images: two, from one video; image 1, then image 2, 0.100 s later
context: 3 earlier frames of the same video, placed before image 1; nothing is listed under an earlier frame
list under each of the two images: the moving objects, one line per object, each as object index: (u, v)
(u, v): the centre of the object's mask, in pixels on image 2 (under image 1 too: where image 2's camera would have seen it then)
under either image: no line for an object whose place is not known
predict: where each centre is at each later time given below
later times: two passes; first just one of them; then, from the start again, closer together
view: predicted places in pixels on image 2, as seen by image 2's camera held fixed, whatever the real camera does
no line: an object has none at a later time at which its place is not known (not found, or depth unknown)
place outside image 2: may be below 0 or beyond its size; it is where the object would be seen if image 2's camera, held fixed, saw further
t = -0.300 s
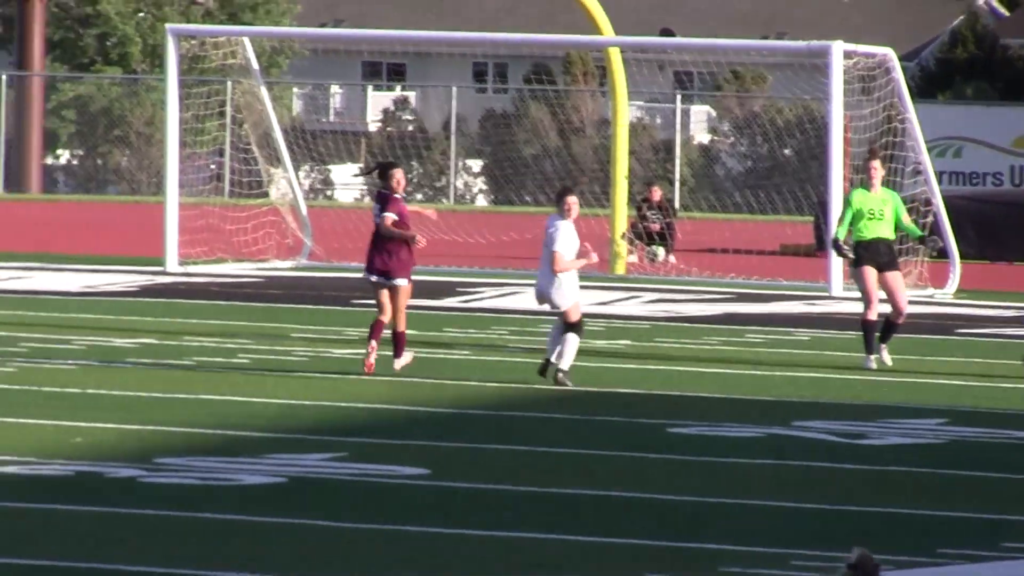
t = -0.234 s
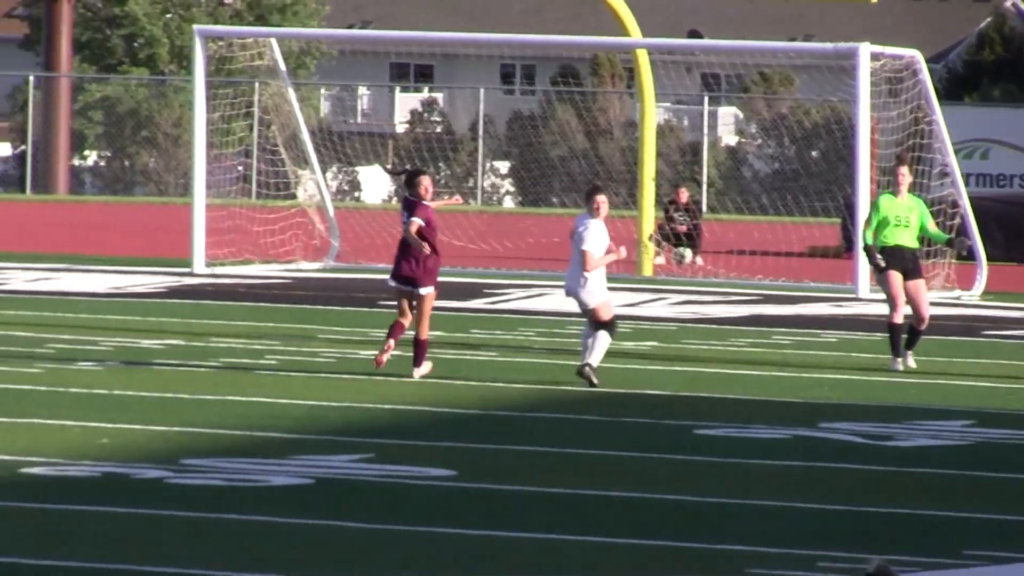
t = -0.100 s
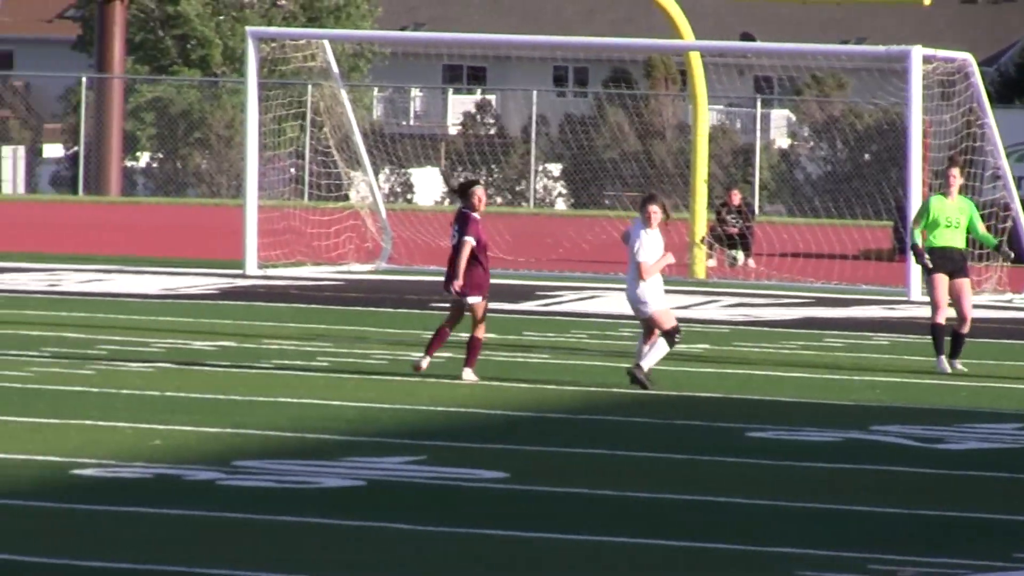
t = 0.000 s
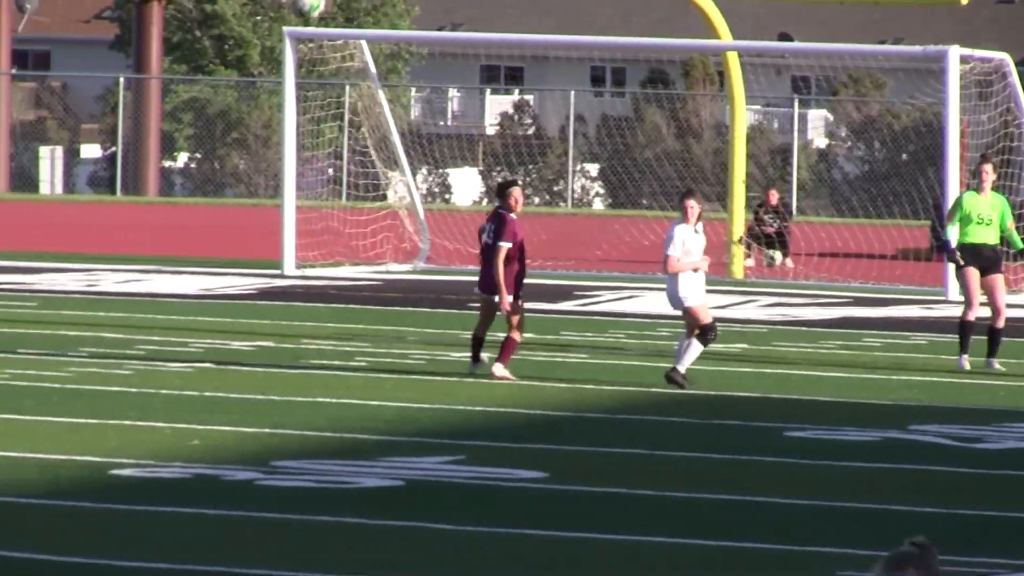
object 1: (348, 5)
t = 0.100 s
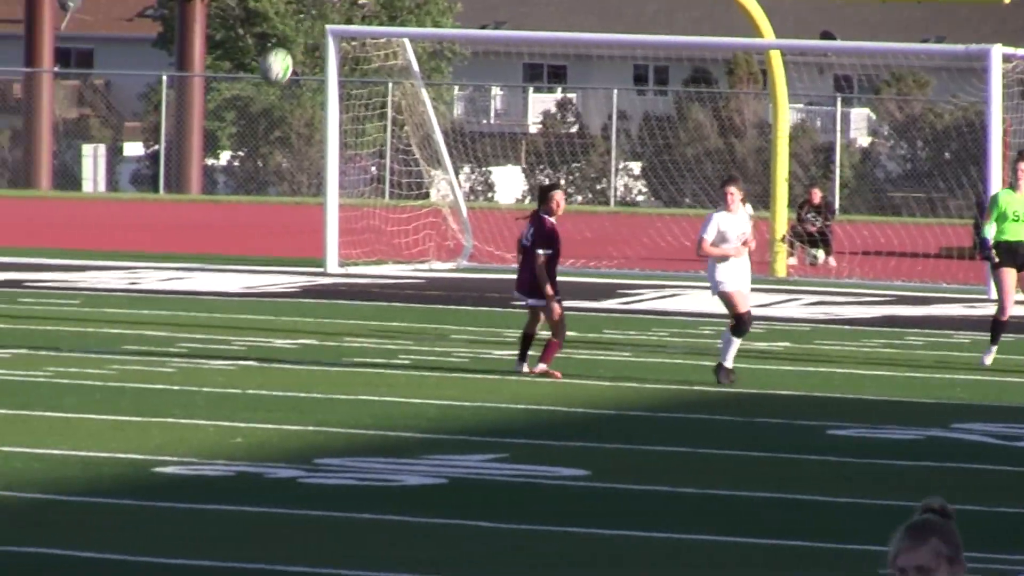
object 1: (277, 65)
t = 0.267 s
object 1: (149, 212)
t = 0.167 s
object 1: (229, 119)
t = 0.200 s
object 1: (203, 148)
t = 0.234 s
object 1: (177, 179)
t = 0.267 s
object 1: (149, 212)
